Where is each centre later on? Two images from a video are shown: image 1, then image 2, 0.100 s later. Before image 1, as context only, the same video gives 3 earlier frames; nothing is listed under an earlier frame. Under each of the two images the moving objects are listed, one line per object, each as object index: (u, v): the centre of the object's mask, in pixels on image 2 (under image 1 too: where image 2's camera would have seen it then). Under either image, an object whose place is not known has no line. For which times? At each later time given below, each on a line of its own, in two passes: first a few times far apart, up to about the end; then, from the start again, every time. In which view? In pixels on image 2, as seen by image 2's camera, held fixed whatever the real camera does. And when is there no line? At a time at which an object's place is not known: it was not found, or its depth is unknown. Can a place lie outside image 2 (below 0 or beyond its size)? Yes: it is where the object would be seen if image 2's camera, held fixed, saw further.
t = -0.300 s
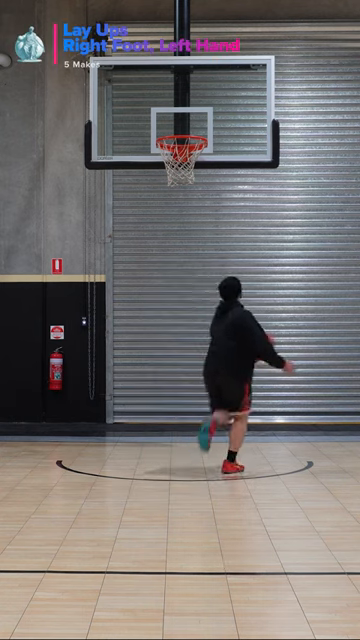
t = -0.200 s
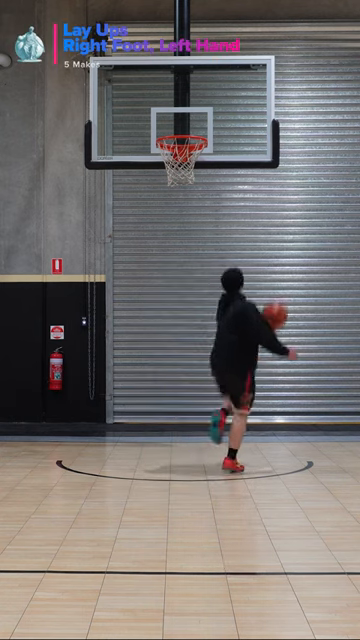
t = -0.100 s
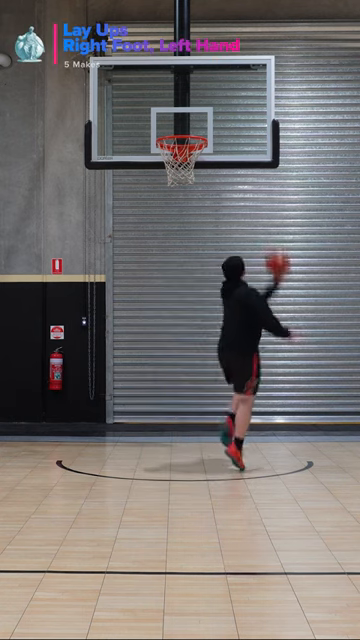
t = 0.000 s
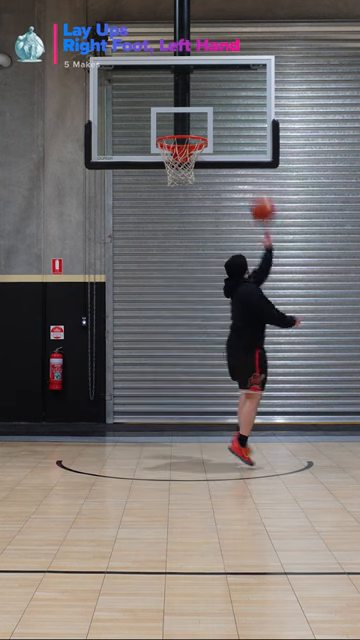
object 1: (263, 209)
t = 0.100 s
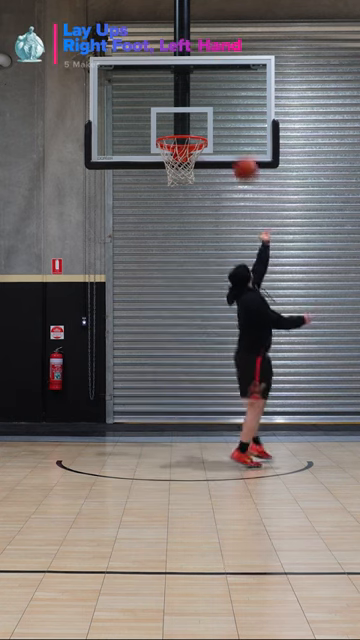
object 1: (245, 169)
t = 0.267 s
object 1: (218, 123)
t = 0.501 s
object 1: (184, 104)
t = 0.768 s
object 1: (161, 124)
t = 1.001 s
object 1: (167, 115)
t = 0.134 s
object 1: (240, 158)
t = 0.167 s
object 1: (234, 147)
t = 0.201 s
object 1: (229, 138)
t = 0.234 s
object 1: (223, 130)
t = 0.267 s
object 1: (218, 123)
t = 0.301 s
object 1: (211, 117)
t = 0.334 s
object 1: (207, 113)
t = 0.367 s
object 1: (201, 110)
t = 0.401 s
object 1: (196, 107)
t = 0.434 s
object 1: (191, 106)
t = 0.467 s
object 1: (188, 104)
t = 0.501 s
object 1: (184, 104)
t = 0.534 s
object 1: (181, 104)
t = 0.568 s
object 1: (177, 106)
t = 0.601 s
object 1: (174, 109)
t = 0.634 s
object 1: (170, 113)
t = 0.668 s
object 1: (166, 118)
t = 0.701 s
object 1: (163, 124)
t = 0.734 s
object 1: (160, 127)
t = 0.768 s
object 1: (161, 124)
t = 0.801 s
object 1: (161, 119)
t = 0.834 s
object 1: (163, 116)
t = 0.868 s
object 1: (164, 114)
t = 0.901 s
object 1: (165, 113)
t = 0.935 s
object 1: (165, 112)
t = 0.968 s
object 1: (167, 113)
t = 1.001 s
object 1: (167, 115)
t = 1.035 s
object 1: (169, 119)
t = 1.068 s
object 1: (170, 123)
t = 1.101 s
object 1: (171, 126)
